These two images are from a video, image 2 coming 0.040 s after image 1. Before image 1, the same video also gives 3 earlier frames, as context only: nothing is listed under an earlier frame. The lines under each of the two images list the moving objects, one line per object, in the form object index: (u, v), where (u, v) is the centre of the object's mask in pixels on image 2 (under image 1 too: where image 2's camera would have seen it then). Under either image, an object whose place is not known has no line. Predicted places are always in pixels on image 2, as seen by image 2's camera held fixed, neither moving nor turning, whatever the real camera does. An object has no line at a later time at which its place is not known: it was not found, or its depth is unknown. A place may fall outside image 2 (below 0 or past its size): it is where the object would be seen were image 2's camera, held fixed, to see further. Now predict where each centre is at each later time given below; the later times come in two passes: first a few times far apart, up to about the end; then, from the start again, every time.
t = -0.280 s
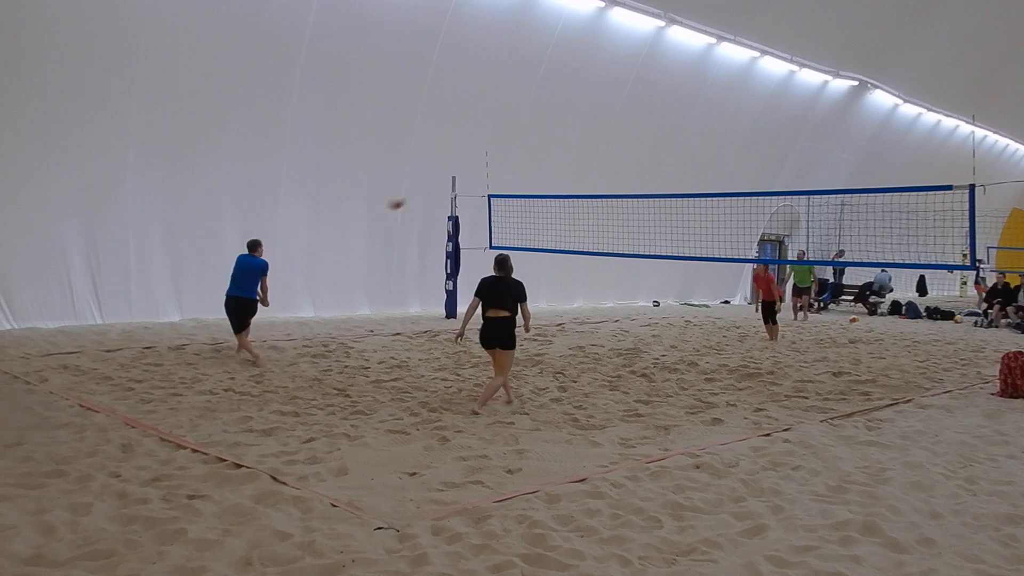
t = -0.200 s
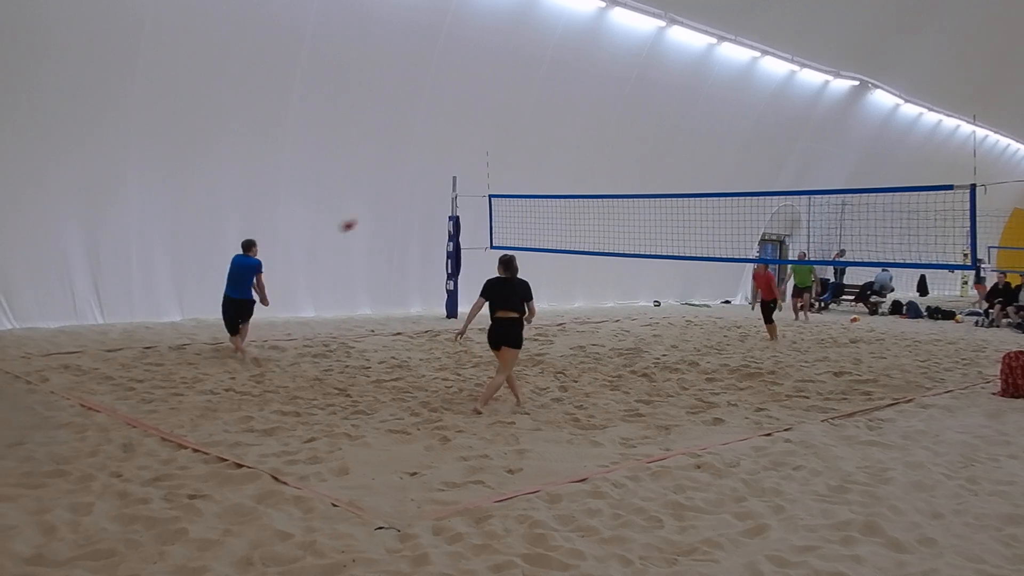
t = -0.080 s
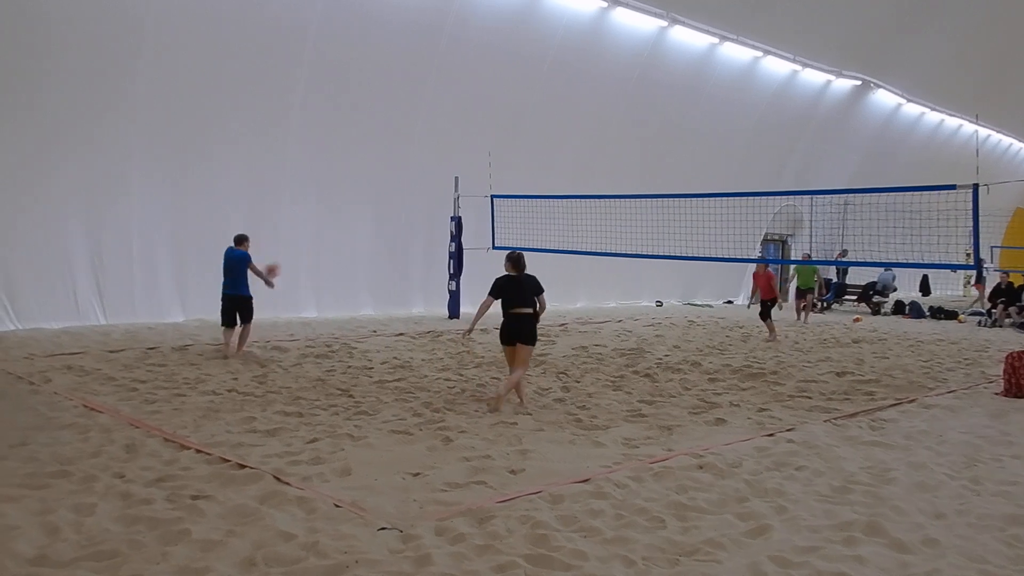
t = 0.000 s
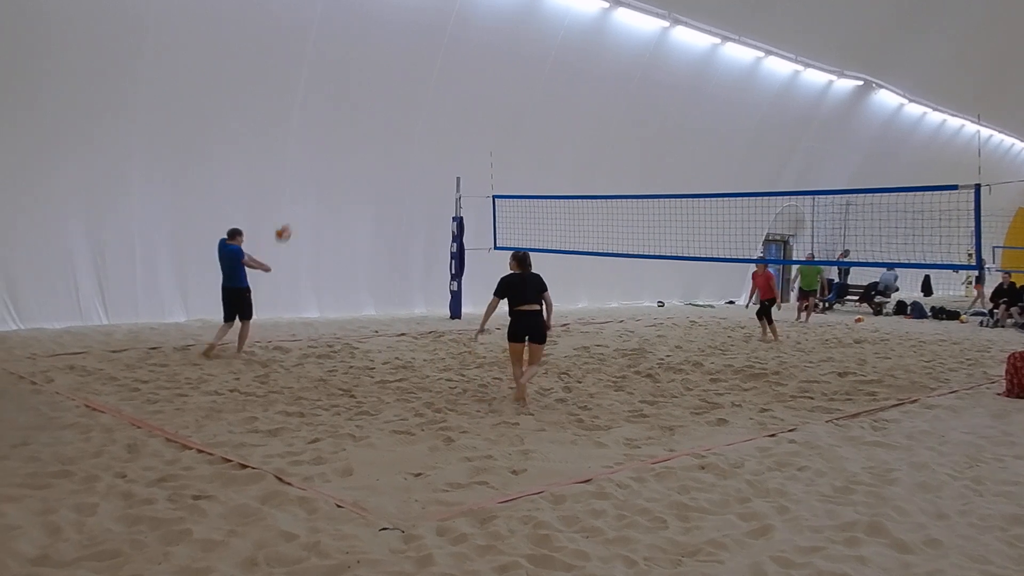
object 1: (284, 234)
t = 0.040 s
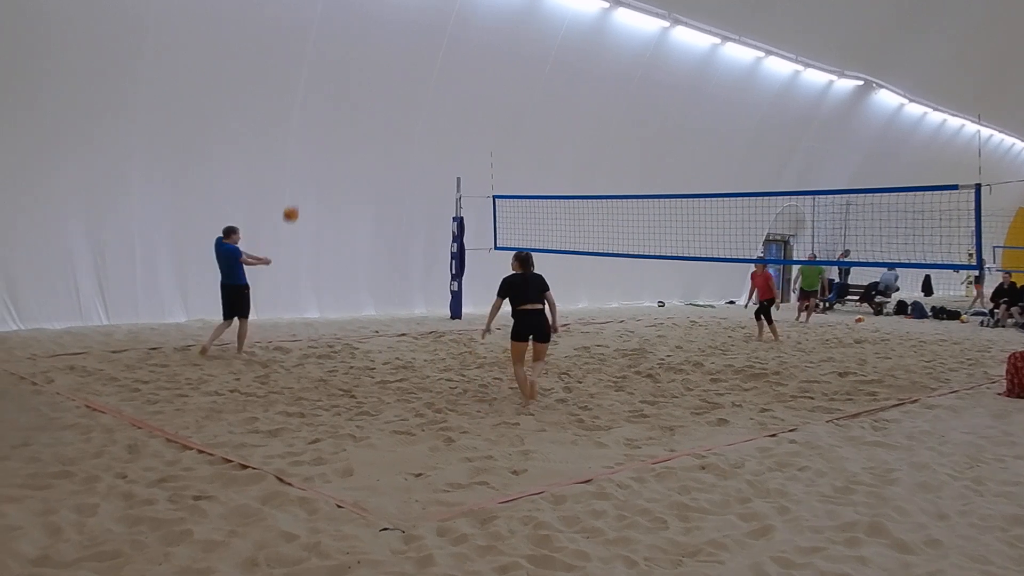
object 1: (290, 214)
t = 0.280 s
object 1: (336, 116)
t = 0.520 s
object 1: (383, 58)
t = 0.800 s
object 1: (442, 48)
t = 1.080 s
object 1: (503, 113)
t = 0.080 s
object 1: (298, 195)
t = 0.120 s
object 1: (306, 177)
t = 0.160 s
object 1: (313, 161)
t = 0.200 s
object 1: (321, 145)
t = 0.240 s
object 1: (328, 130)
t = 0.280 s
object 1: (336, 116)
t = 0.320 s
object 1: (343, 104)
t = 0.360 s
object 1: (352, 92)
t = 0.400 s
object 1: (359, 82)
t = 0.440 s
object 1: (368, 73)
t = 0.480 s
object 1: (375, 64)
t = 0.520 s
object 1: (383, 58)
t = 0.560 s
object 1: (391, 52)
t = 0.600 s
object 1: (400, 49)
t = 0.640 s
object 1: (408, 45)
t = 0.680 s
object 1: (416, 43)
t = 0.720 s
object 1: (425, 43)
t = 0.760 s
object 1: (433, 45)
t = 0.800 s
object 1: (442, 48)
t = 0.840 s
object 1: (451, 52)
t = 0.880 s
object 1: (460, 58)
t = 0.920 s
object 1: (468, 66)
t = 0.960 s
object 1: (477, 75)
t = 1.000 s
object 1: (486, 85)
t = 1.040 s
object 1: (495, 99)
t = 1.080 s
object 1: (503, 113)
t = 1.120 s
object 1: (513, 130)
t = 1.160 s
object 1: (521, 147)
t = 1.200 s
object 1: (530, 168)
